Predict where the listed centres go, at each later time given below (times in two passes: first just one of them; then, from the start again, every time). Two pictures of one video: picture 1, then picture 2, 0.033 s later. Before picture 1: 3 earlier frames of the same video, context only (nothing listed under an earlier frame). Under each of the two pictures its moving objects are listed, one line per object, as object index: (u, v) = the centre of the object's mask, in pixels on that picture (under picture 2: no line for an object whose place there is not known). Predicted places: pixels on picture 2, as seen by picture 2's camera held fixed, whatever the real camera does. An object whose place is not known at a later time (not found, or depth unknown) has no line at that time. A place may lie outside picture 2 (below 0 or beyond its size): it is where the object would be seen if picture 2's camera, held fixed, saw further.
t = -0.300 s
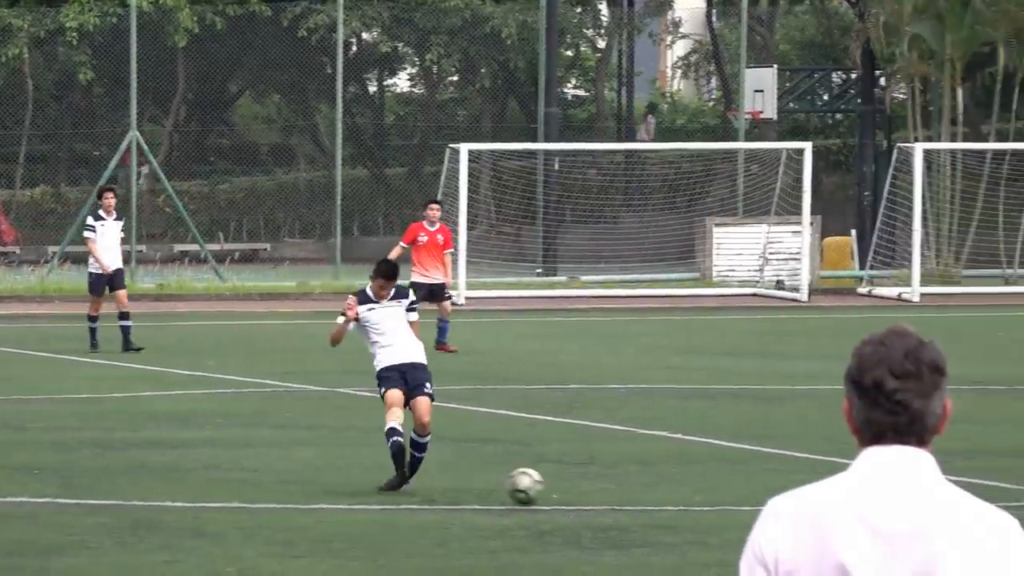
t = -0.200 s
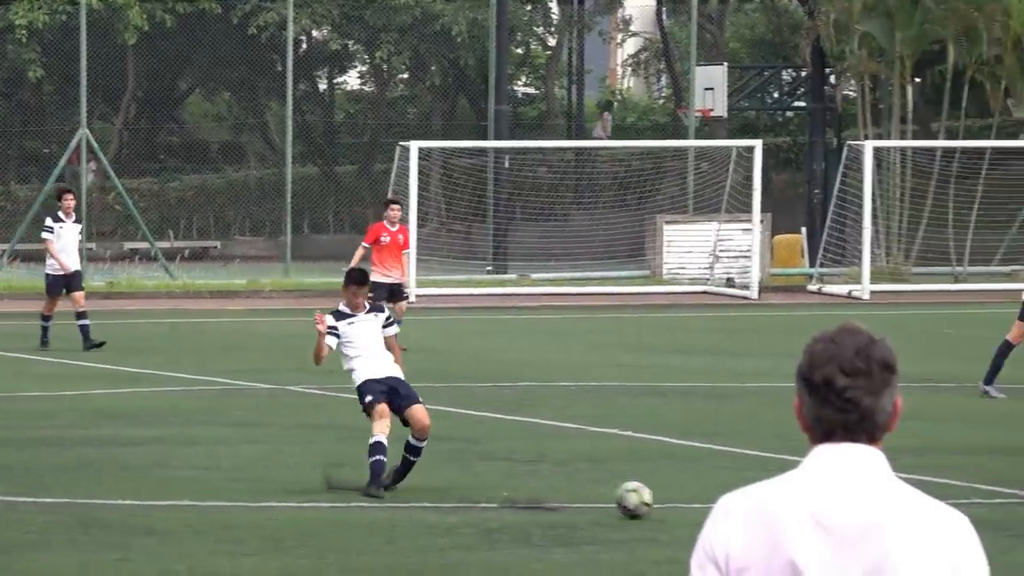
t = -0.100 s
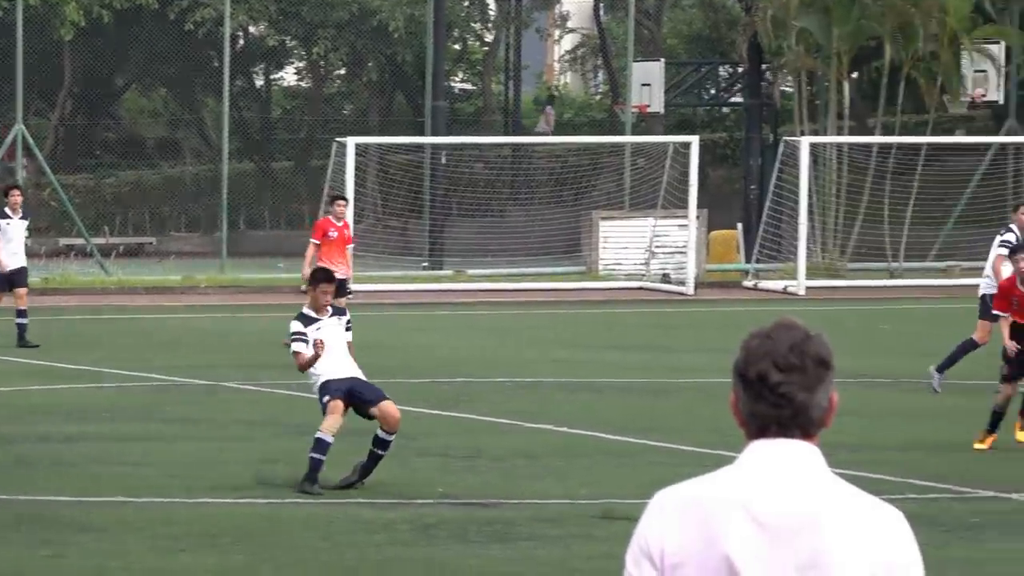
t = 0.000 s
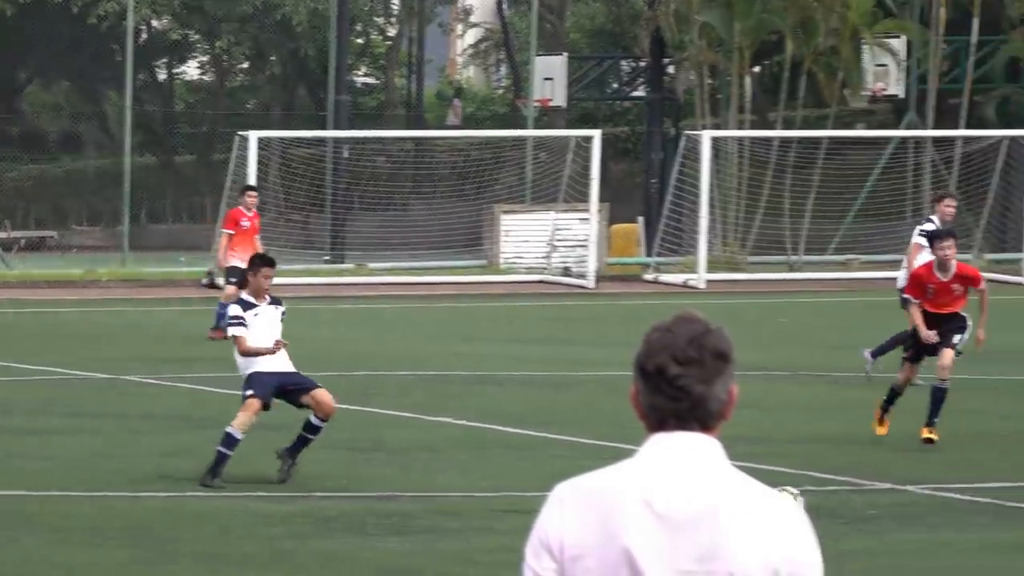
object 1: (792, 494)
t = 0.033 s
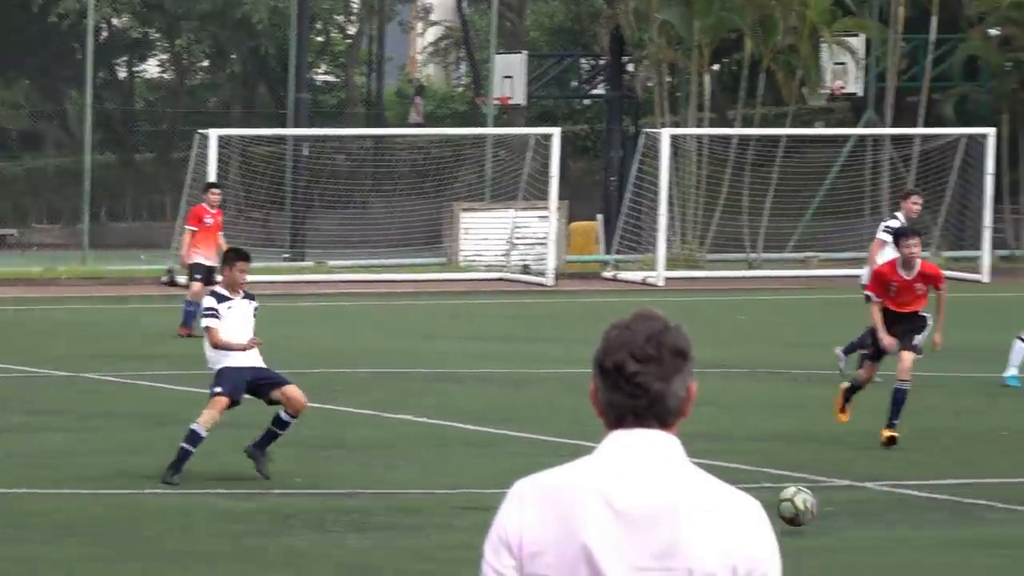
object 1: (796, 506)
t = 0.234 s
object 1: (1124, 540)
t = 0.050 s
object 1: (822, 509)
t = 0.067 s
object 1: (849, 514)
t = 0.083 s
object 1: (877, 518)
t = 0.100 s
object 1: (904, 524)
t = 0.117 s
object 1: (931, 527)
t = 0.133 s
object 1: (959, 528)
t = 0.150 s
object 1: (985, 527)
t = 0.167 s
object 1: (1012, 529)
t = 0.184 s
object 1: (1040, 531)
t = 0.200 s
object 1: (1067, 533)
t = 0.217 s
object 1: (1096, 536)
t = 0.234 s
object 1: (1124, 540)
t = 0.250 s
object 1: (1153, 544)
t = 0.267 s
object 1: (1183, 550)
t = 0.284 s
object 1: (1211, 552)
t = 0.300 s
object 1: (1238, 554)
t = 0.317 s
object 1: (1268, 555)
